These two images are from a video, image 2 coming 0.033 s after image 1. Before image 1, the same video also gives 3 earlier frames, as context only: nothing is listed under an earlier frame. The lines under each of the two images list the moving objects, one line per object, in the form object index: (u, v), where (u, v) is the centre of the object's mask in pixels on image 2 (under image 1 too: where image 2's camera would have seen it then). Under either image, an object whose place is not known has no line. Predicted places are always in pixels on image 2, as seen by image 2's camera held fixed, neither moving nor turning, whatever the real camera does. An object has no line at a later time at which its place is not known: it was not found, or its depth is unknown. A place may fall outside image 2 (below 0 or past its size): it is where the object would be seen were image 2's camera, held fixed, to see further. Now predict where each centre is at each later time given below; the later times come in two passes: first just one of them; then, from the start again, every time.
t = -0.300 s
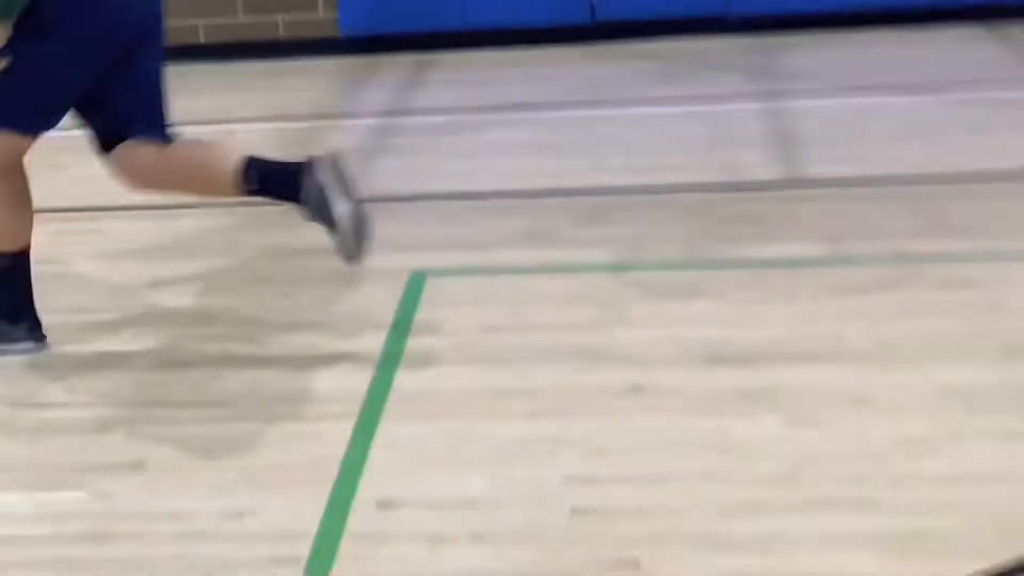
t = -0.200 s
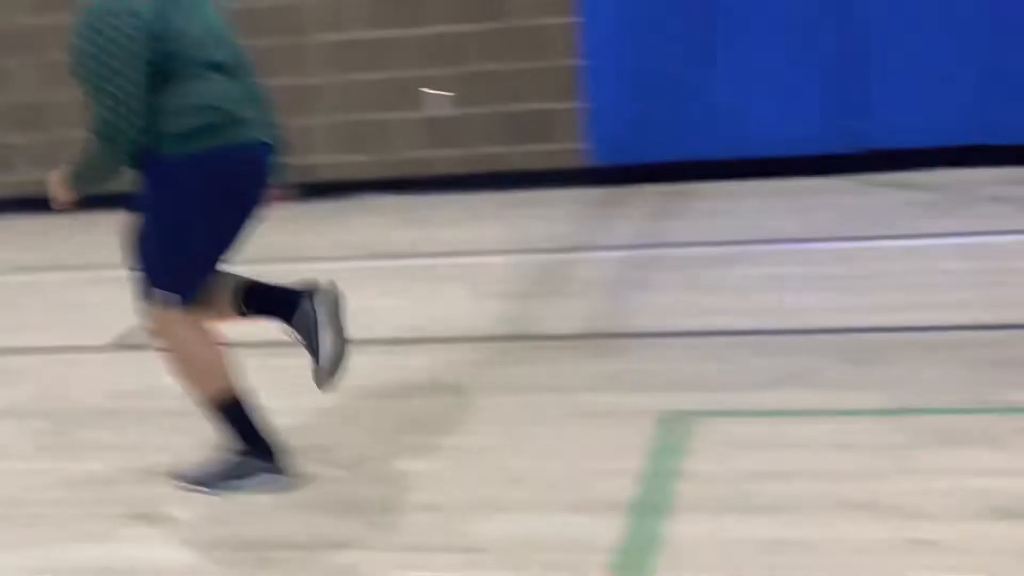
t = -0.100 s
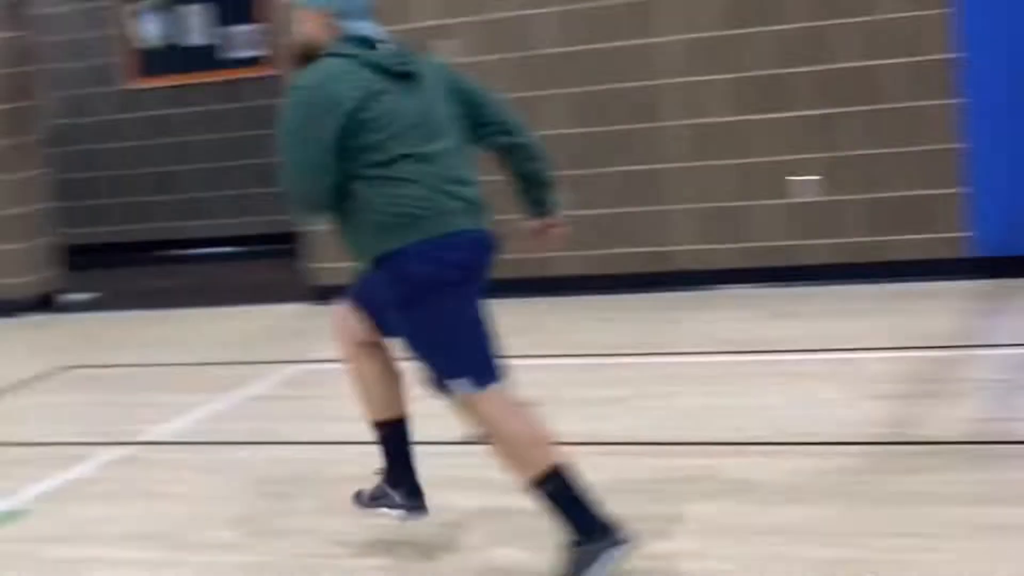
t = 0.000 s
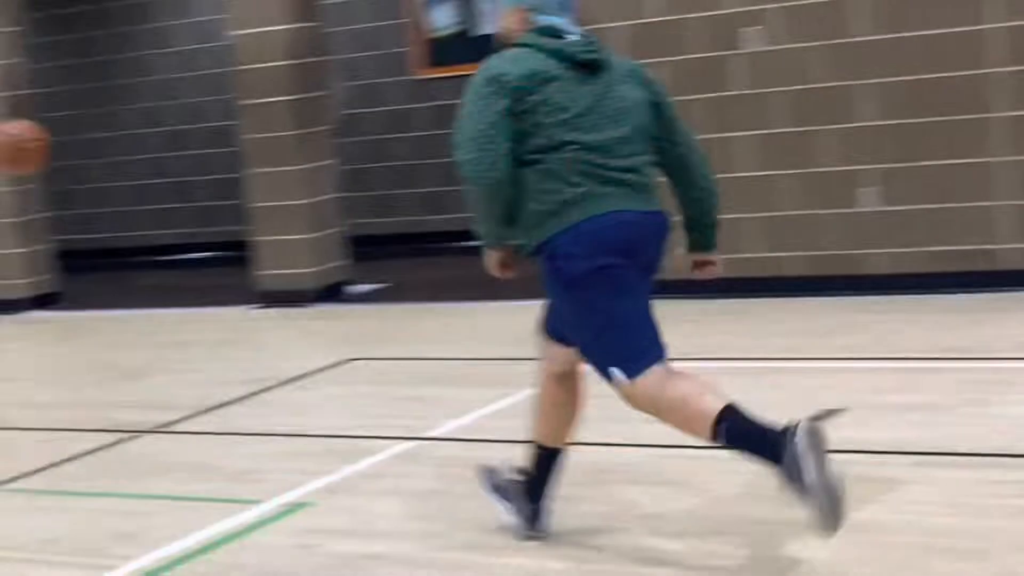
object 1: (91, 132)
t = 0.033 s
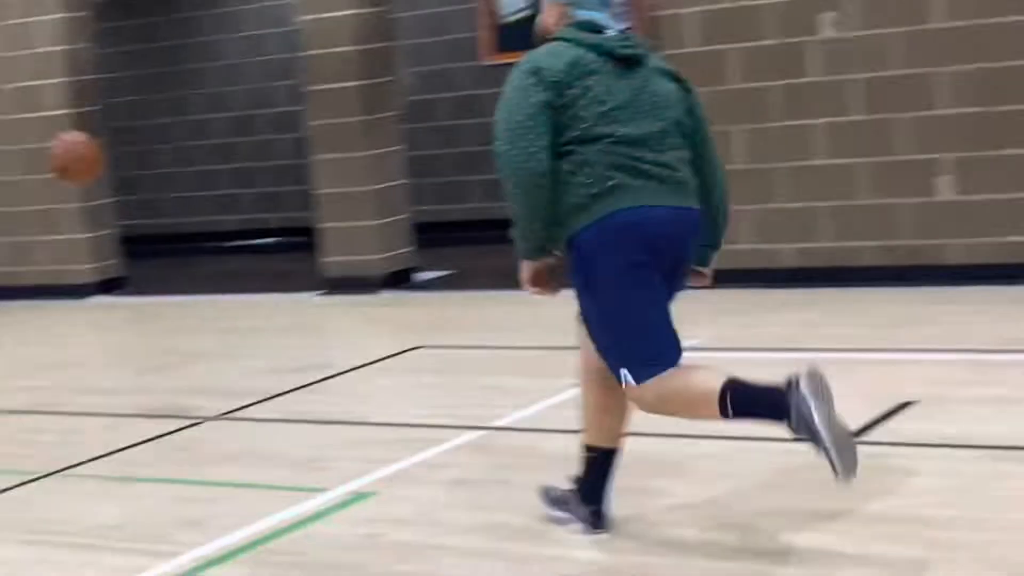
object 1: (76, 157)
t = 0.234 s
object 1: (10, 350)
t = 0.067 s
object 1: (62, 184)
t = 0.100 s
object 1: (53, 215)
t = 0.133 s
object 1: (40, 245)
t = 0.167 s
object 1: (29, 280)
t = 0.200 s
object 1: (19, 314)
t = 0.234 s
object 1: (10, 350)
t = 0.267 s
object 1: (-1, 368)
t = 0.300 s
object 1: (-18, 340)
